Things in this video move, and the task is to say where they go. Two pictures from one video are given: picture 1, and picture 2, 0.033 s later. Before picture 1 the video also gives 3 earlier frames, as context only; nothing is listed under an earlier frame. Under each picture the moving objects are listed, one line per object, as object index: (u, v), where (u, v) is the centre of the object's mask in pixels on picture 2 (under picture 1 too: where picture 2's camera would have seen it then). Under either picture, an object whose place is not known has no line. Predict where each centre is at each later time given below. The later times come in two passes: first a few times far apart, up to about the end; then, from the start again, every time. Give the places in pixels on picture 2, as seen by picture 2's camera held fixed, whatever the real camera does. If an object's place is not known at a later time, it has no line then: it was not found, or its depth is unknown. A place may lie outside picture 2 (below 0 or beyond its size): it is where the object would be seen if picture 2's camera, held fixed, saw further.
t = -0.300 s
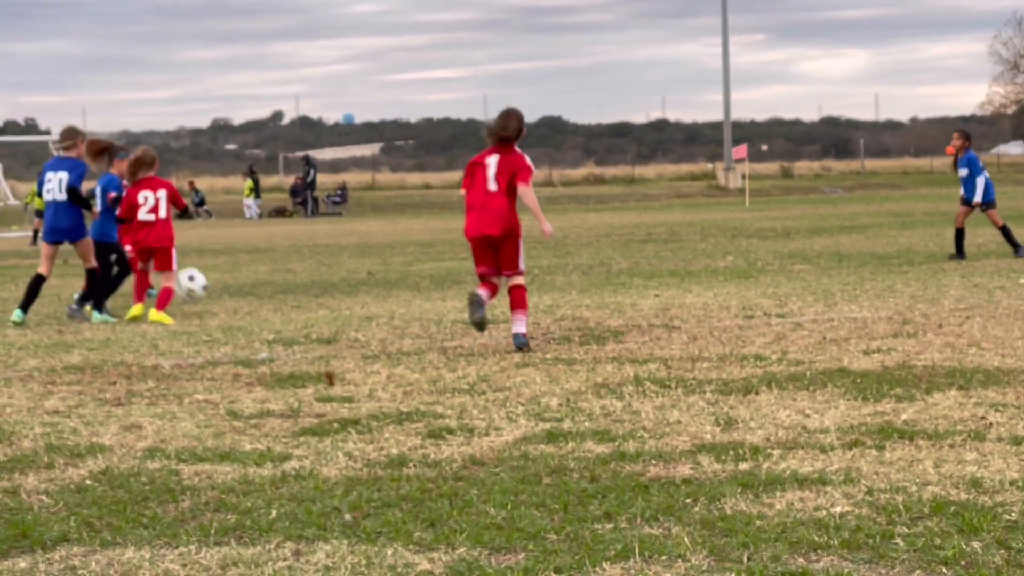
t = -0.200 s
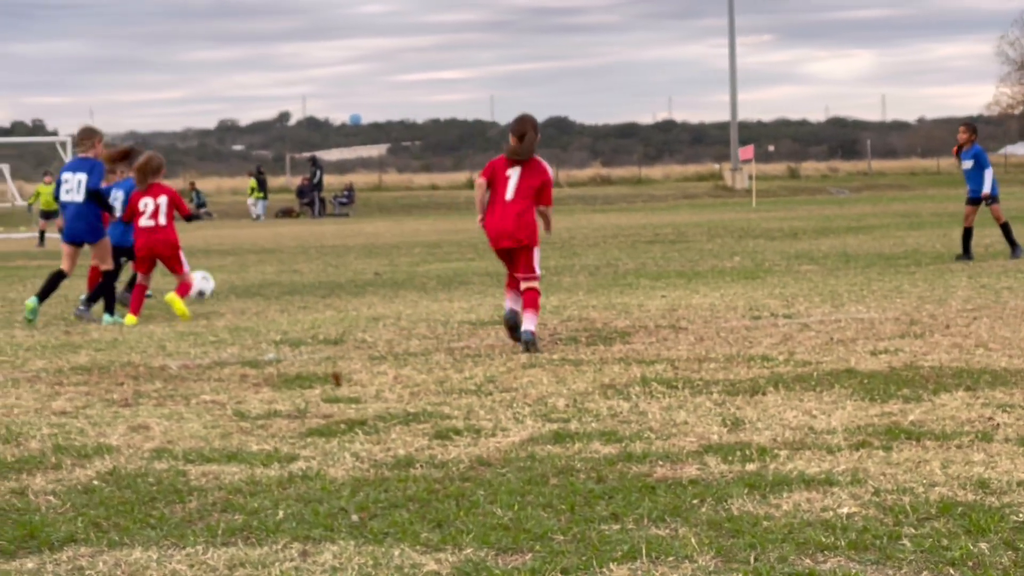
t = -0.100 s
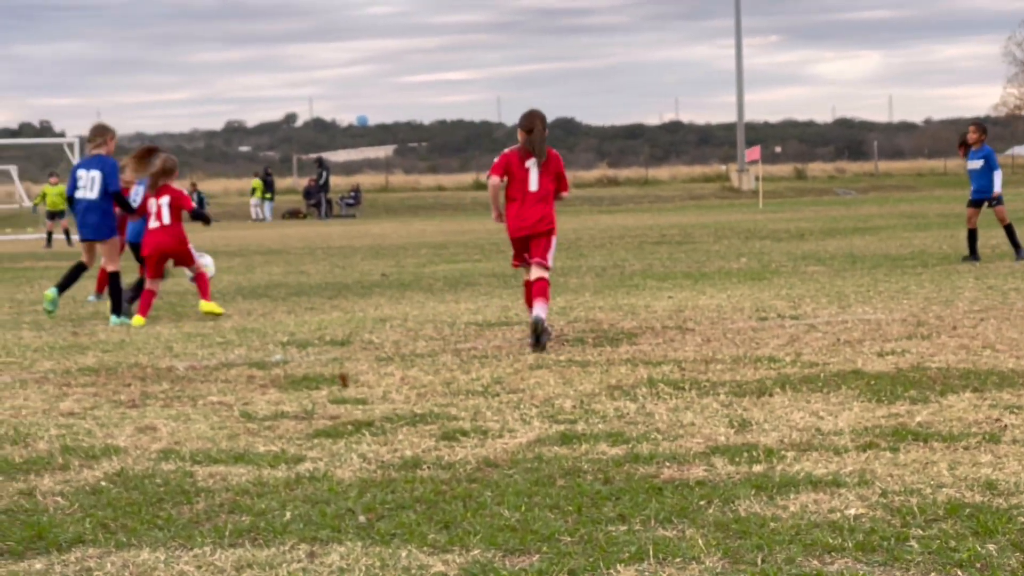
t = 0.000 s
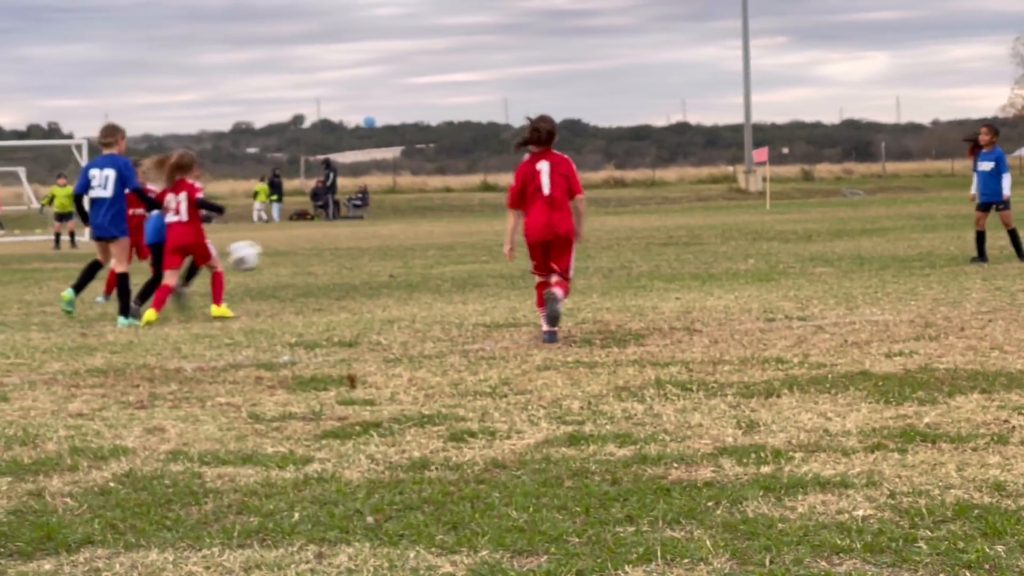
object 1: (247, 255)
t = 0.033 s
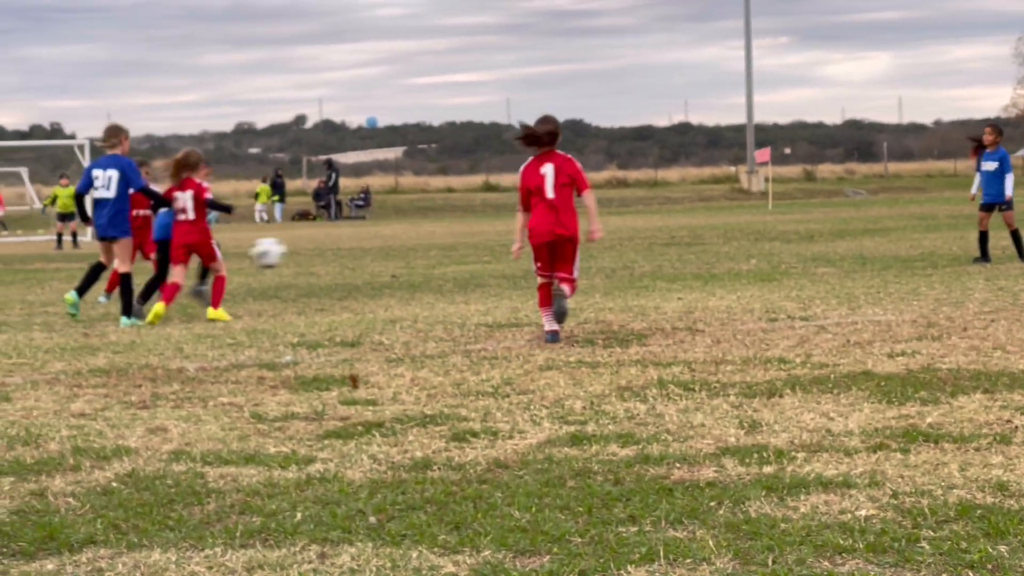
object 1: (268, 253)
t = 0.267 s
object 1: (414, 272)
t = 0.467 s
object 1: (504, 267)
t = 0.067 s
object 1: (289, 250)
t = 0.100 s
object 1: (311, 250)
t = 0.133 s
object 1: (331, 251)
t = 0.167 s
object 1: (352, 255)
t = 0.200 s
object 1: (373, 259)
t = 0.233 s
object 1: (394, 266)
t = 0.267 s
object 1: (414, 272)
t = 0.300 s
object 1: (434, 281)
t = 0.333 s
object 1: (453, 290)
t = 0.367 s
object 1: (467, 284)
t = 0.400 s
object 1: (479, 276)
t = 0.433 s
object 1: (491, 271)
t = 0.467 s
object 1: (504, 267)
